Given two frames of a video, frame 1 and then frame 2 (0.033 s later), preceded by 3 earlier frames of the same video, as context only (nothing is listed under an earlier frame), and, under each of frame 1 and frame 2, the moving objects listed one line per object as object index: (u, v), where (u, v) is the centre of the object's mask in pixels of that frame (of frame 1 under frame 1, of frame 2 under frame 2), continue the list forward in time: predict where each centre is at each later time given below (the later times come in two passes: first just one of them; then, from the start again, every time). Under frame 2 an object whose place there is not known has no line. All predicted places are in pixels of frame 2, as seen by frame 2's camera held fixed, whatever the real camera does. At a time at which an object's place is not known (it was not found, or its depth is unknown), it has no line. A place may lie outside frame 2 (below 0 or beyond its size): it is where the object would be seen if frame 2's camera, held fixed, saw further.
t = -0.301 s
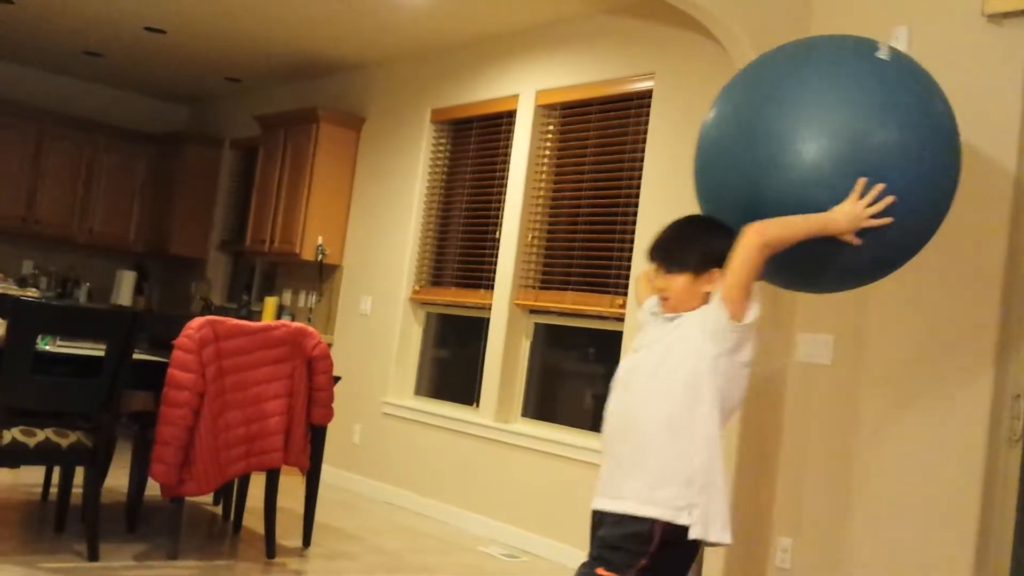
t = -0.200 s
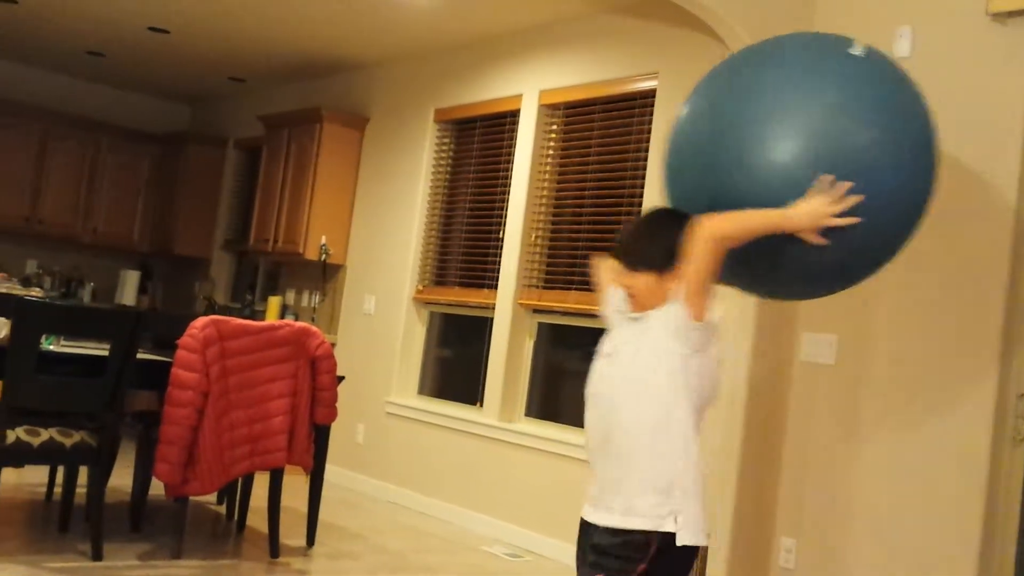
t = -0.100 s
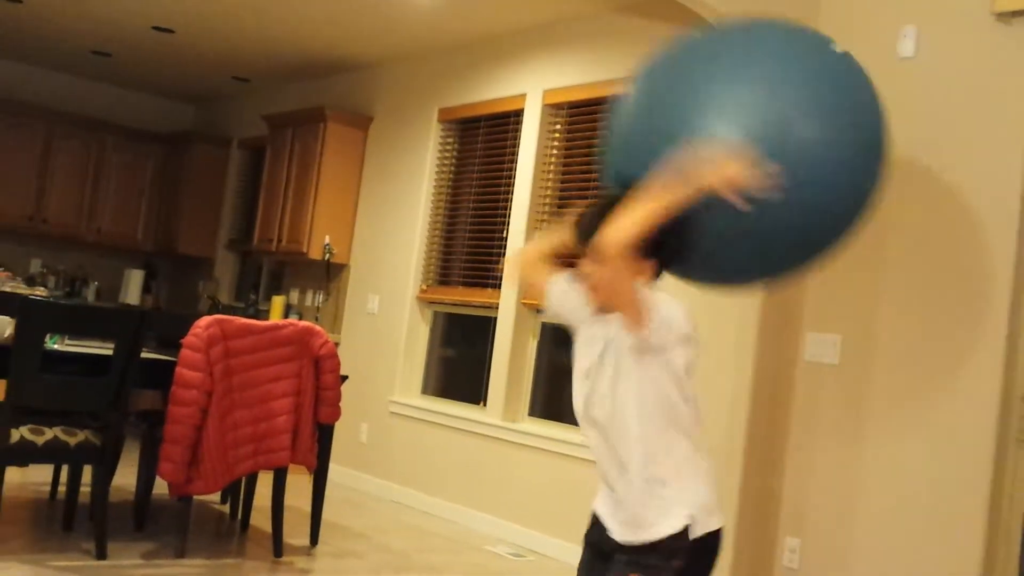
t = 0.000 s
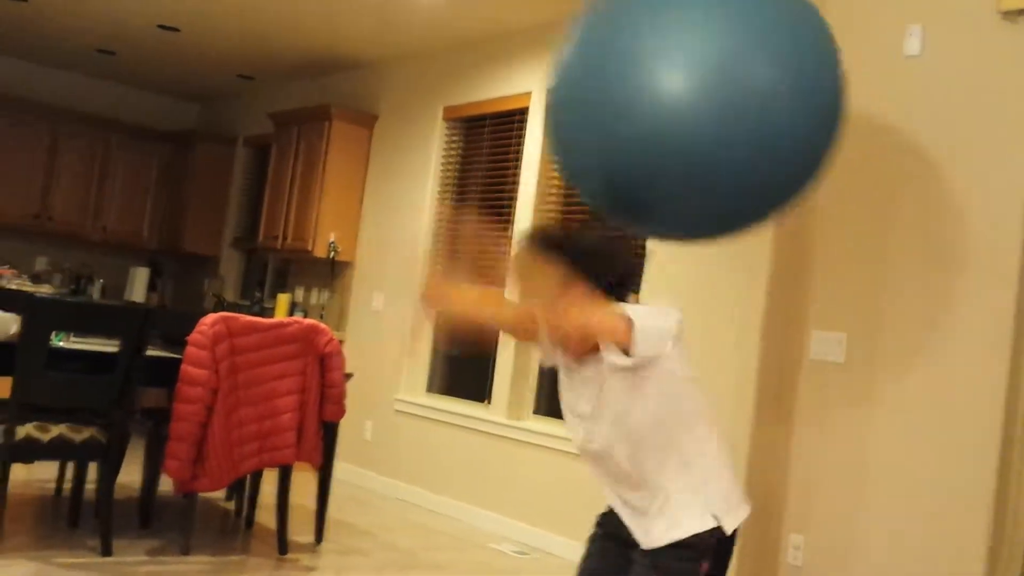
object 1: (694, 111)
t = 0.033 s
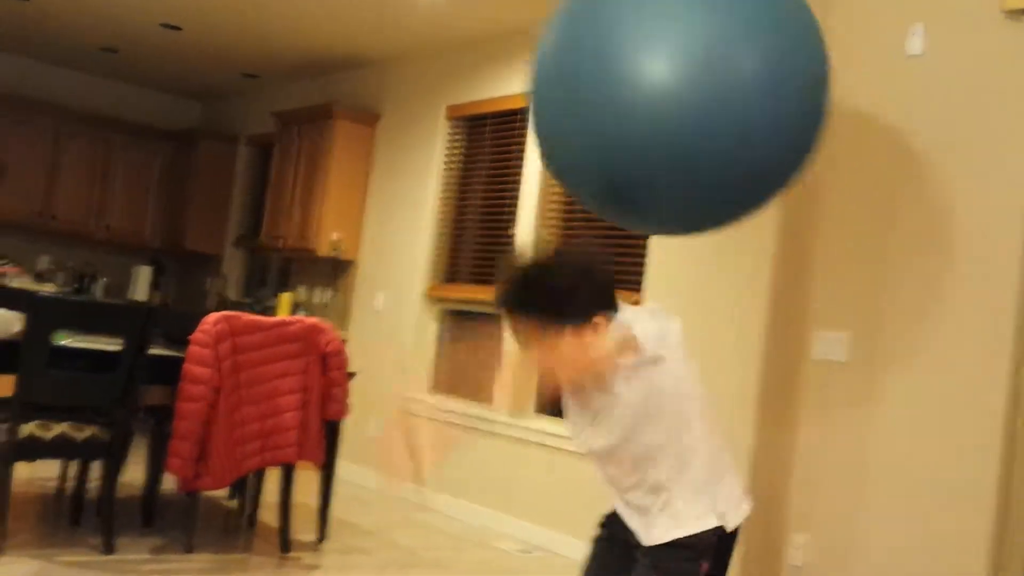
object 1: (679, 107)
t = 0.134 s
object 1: (611, 113)
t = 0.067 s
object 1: (660, 104)
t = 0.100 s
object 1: (637, 108)
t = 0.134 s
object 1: (611, 113)
